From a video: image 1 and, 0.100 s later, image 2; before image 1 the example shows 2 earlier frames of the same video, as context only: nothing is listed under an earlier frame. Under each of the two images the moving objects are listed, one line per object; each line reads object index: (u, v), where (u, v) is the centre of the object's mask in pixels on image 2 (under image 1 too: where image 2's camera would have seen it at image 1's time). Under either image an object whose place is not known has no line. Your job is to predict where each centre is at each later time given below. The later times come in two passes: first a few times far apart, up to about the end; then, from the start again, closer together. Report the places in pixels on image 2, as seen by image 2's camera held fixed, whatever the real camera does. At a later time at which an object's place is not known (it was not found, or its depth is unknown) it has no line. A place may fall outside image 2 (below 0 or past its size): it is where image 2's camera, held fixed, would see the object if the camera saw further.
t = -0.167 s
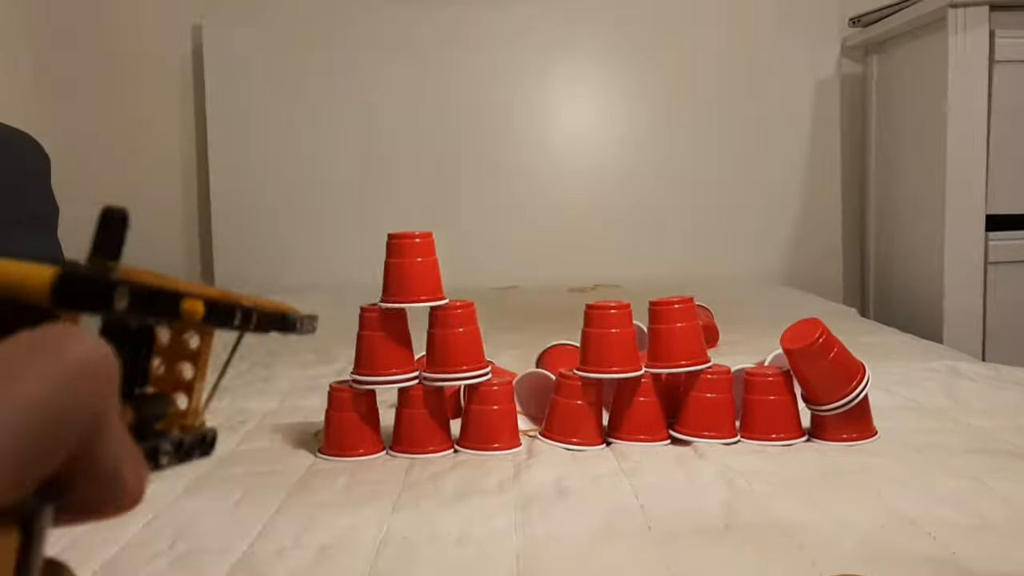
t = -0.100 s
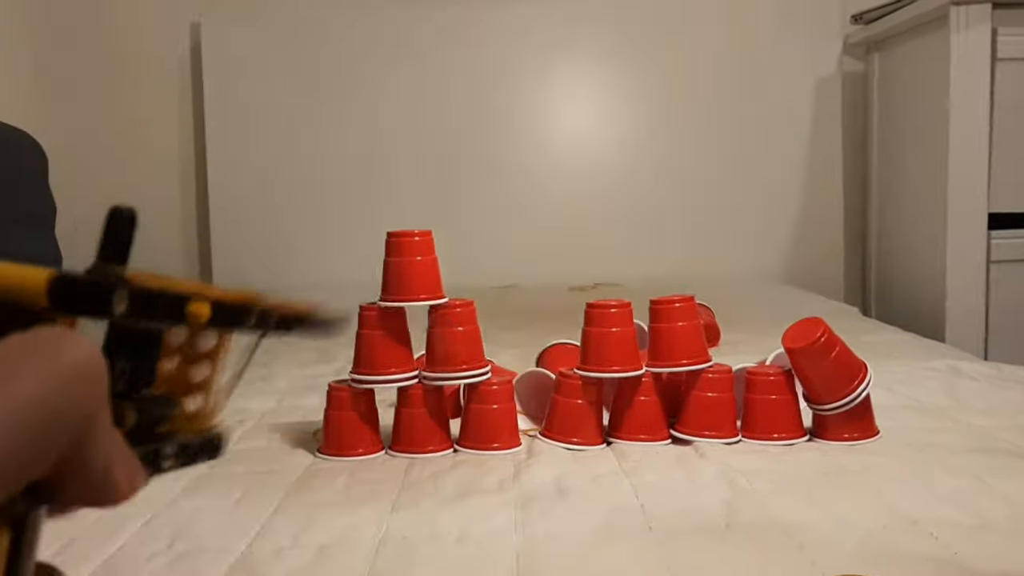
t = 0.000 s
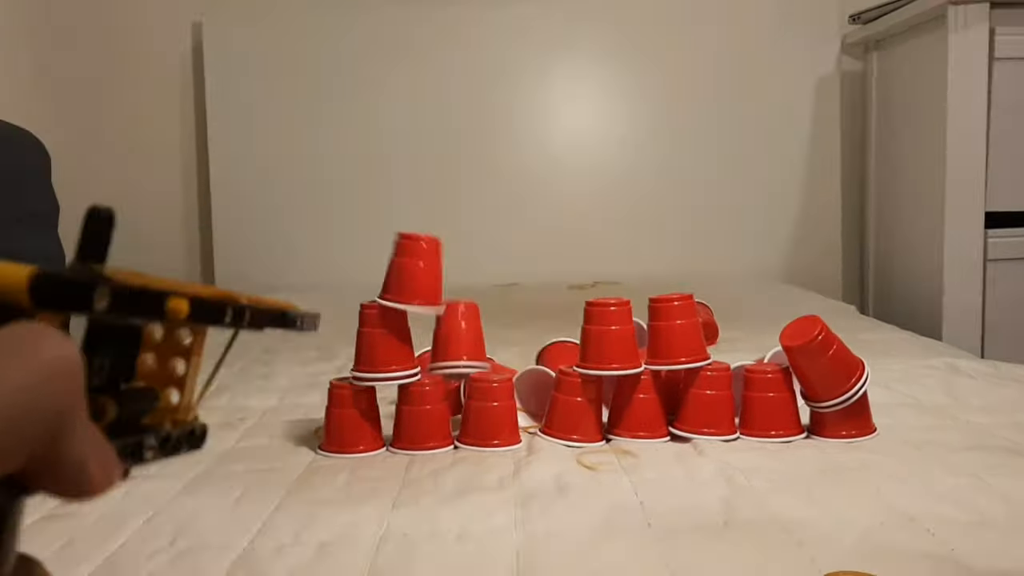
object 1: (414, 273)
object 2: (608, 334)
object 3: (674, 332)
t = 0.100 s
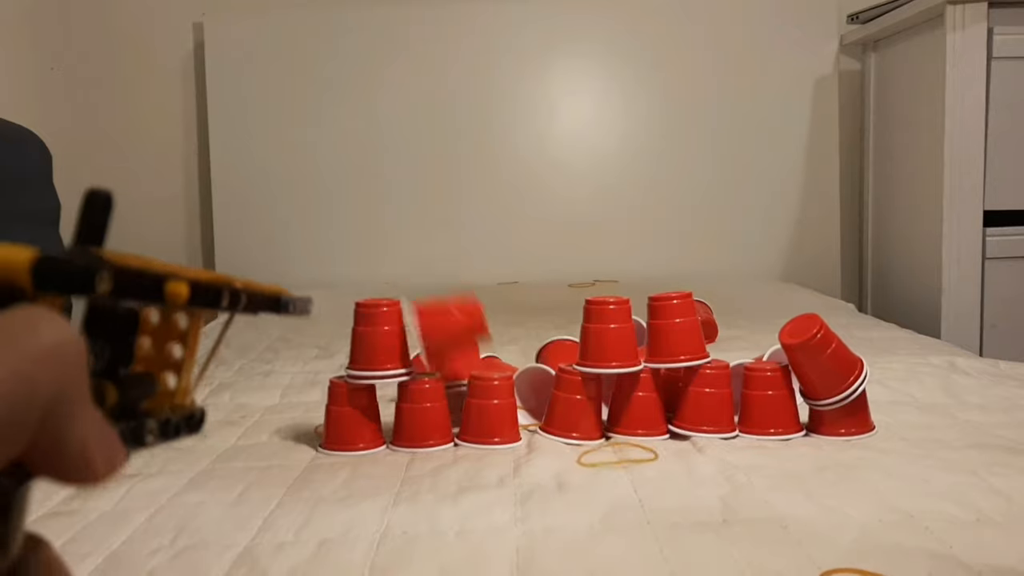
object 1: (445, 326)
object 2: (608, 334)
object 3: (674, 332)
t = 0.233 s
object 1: (500, 328)
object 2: (608, 334)
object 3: (674, 332)
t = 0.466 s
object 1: (543, 338)
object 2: (612, 334)
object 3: (677, 332)
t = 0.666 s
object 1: (554, 417)
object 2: (614, 335)
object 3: (679, 332)
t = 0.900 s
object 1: (537, 418)
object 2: (615, 335)
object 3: (680, 332)
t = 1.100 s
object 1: (525, 421)
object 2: (615, 335)
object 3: (680, 332)
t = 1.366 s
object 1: (519, 422)
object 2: (615, 335)
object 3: (680, 331)
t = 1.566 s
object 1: (518, 423)
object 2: (615, 334)
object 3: (680, 331)
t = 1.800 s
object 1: (519, 423)
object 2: (589, 343)
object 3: (713, 338)
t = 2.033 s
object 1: (518, 423)
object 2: (588, 351)
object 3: (723, 346)
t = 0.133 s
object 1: (468, 343)
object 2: (608, 334)
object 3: (674, 332)
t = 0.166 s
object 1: (483, 336)
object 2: (608, 334)
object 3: (674, 332)
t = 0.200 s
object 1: (494, 331)
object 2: (608, 334)
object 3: (674, 332)
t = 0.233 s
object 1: (500, 328)
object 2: (608, 334)
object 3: (674, 332)
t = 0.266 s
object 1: (506, 327)
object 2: (608, 334)
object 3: (674, 332)
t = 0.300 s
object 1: (510, 327)
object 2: (608, 334)
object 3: (674, 332)
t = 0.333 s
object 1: (515, 326)
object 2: (608, 334)
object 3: (674, 332)
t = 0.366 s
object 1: (522, 327)
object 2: (608, 334)
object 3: (674, 332)
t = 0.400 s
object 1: (530, 330)
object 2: (608, 334)
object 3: (674, 332)
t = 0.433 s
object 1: (540, 336)
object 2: (608, 334)
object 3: (674, 332)
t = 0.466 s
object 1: (543, 338)
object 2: (612, 334)
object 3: (677, 332)
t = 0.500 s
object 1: (545, 339)
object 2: (615, 335)
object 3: (679, 332)
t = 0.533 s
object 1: (545, 341)
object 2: (615, 335)
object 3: (679, 332)
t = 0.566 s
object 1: (547, 347)
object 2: (616, 334)
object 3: (679, 332)
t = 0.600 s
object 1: (546, 361)
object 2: (615, 334)
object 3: (679, 332)
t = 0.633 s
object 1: (550, 382)
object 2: (615, 334)
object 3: (679, 332)
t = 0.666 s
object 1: (554, 417)
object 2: (614, 335)
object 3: (679, 332)
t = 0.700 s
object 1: (551, 416)
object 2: (614, 335)
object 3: (679, 332)
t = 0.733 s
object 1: (548, 418)
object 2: (615, 335)
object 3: (680, 332)
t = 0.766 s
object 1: (545, 417)
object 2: (615, 335)
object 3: (680, 332)
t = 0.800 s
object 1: (543, 418)
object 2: (615, 335)
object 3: (680, 332)
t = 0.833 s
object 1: (540, 417)
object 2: (615, 335)
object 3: (679, 332)
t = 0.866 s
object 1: (538, 418)
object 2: (615, 335)
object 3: (680, 332)
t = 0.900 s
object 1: (537, 418)
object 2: (615, 335)
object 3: (680, 332)
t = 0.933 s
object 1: (535, 419)
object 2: (615, 335)
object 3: (680, 332)
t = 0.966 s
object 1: (534, 420)
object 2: (615, 335)
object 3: (680, 332)
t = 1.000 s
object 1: (533, 421)
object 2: (615, 335)
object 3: (680, 332)
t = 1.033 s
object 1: (530, 421)
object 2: (615, 335)
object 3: (680, 332)
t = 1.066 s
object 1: (528, 421)
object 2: (615, 335)
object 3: (680, 332)
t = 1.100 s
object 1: (525, 421)
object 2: (615, 335)
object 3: (680, 332)
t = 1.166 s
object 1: (522, 421)
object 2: (615, 335)
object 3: (680, 332)
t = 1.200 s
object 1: (521, 422)
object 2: (615, 335)
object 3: (680, 332)
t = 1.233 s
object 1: (520, 422)
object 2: (615, 335)
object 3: (680, 332)
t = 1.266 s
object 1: (519, 423)
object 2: (615, 335)
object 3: (680, 332)
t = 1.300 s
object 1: (519, 423)
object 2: (615, 335)
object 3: (680, 331)
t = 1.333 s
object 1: (518, 422)
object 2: (615, 335)
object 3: (680, 332)
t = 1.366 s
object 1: (519, 422)
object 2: (615, 335)
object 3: (680, 331)
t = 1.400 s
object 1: (519, 422)
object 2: (615, 334)
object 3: (680, 331)
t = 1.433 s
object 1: (519, 423)
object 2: (615, 334)
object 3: (680, 331)
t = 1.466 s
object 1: (519, 422)
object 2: (615, 334)
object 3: (680, 331)
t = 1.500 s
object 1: (519, 423)
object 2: (615, 334)
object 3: (680, 331)
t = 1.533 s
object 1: (518, 423)
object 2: (615, 334)
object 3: (680, 331)
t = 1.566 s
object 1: (518, 423)
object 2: (615, 334)
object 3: (680, 331)
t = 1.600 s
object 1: (519, 422)
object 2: (615, 334)
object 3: (680, 331)
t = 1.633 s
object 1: (519, 423)
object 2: (613, 333)
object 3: (682, 330)
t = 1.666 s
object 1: (519, 423)
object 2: (607, 329)
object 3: (693, 324)
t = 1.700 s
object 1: (519, 423)
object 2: (604, 328)
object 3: (705, 324)
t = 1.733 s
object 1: (519, 423)
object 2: (600, 329)
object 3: (712, 332)
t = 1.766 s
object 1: (519, 423)
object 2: (597, 335)
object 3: (712, 335)
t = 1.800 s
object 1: (519, 423)
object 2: (589, 343)
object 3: (713, 338)
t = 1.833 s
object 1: (519, 423)
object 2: (575, 347)
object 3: (717, 341)
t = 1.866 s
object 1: (519, 423)
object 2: (571, 346)
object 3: (722, 345)
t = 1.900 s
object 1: (518, 424)
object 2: (570, 348)
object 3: (723, 346)
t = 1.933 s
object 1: (519, 425)
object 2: (572, 350)
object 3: (723, 346)
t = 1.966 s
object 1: (518, 426)
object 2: (580, 353)
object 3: (723, 346)
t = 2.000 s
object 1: (518, 426)
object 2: (586, 352)
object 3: (723, 346)
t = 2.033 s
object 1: (518, 423)
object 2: (588, 351)
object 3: (723, 346)
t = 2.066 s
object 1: (518, 424)
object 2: (590, 351)
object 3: (723, 346)
